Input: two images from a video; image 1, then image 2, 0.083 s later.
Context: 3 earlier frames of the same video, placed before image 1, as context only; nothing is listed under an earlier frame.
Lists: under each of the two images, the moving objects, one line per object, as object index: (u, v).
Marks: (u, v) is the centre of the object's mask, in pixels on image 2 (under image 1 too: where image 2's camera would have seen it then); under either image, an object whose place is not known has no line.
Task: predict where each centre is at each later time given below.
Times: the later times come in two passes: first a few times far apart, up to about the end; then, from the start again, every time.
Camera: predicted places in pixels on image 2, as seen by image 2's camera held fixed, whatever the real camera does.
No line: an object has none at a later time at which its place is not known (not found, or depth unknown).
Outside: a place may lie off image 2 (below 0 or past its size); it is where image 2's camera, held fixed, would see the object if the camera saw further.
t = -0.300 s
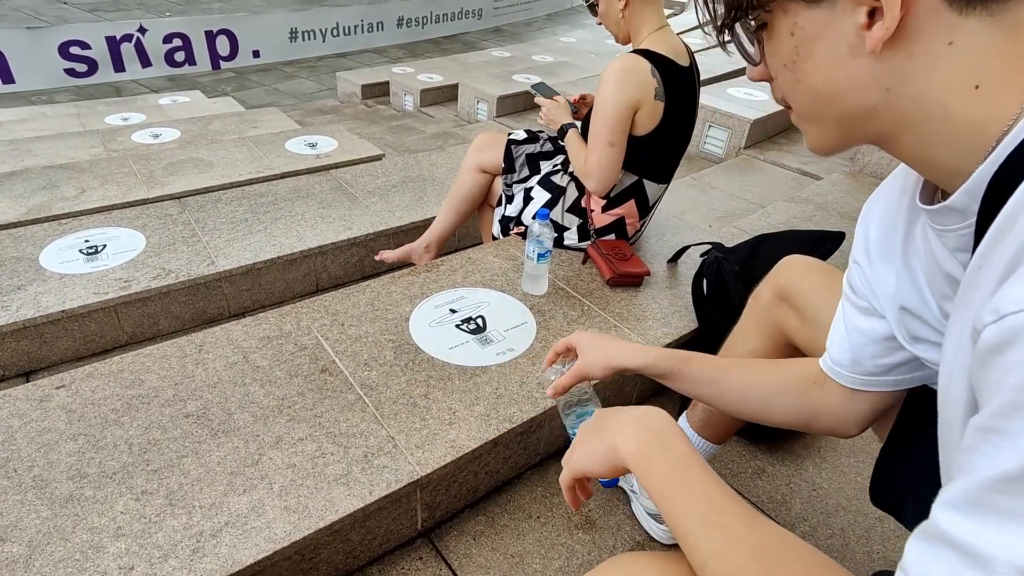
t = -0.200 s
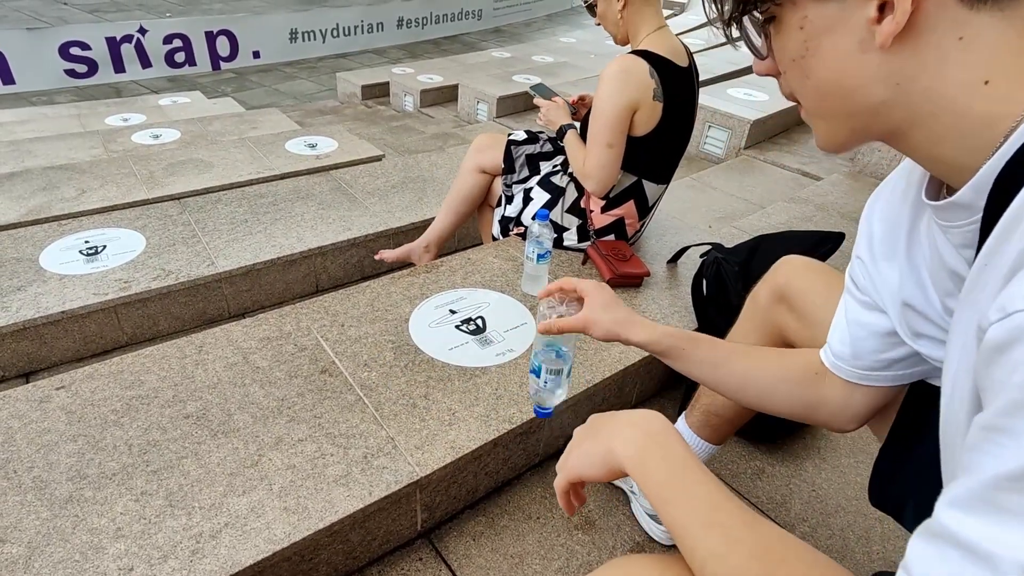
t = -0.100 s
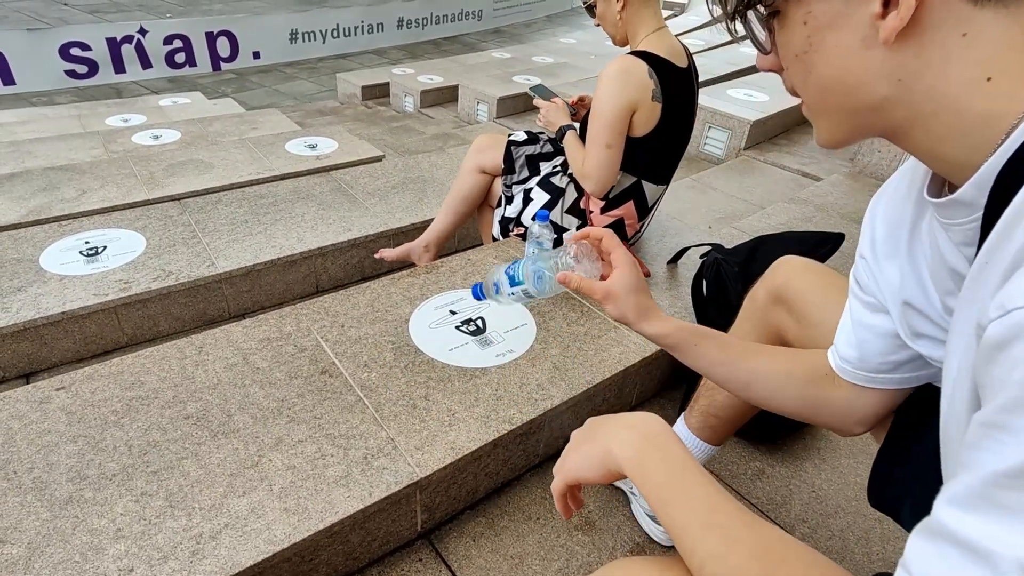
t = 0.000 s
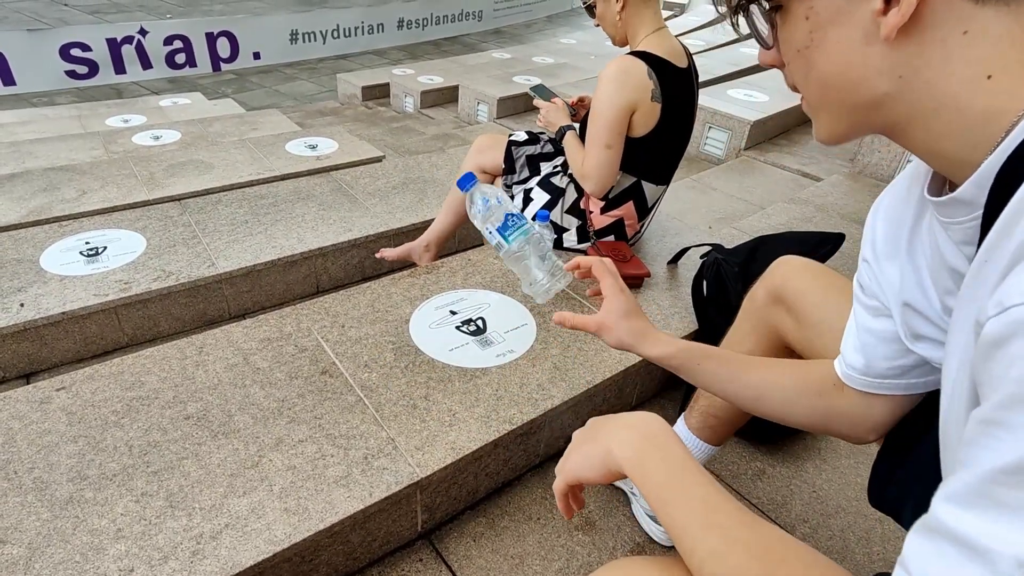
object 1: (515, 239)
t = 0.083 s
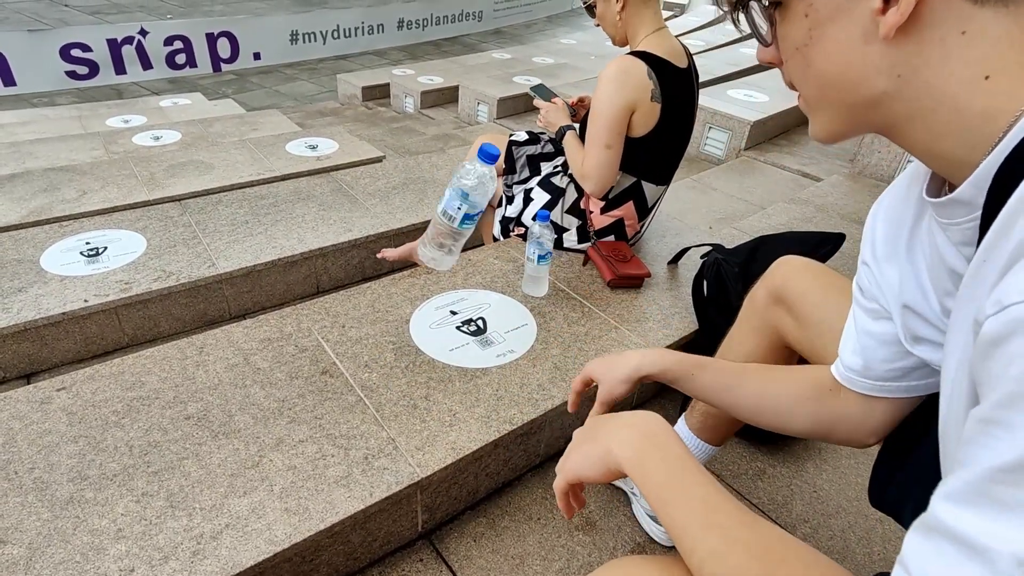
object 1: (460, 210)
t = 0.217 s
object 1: (427, 209)
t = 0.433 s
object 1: (429, 339)
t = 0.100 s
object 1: (452, 203)
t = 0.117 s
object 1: (446, 198)
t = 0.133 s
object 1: (441, 194)
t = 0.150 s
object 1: (436, 194)
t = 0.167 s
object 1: (432, 194)
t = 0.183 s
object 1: (430, 197)
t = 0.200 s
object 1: (429, 202)
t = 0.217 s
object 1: (427, 209)
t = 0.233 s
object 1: (425, 218)
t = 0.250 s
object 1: (425, 229)
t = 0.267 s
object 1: (424, 241)
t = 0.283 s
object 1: (425, 256)
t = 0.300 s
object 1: (424, 270)
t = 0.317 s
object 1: (424, 285)
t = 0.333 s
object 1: (424, 302)
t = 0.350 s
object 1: (424, 319)
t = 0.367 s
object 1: (424, 337)
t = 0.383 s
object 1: (427, 339)
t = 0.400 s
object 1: (430, 339)
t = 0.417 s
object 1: (430, 339)
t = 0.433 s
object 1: (429, 339)
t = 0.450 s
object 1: (429, 339)
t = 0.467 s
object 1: (429, 339)
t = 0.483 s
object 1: (429, 339)
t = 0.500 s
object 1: (429, 339)
